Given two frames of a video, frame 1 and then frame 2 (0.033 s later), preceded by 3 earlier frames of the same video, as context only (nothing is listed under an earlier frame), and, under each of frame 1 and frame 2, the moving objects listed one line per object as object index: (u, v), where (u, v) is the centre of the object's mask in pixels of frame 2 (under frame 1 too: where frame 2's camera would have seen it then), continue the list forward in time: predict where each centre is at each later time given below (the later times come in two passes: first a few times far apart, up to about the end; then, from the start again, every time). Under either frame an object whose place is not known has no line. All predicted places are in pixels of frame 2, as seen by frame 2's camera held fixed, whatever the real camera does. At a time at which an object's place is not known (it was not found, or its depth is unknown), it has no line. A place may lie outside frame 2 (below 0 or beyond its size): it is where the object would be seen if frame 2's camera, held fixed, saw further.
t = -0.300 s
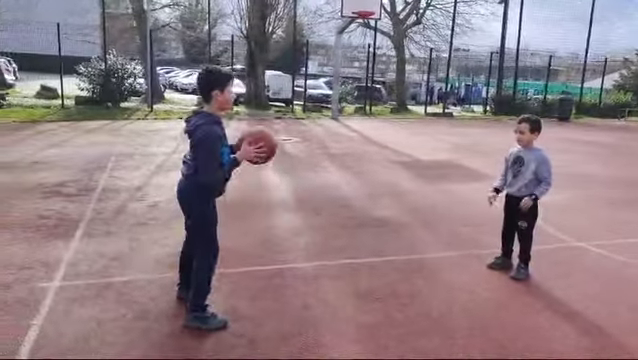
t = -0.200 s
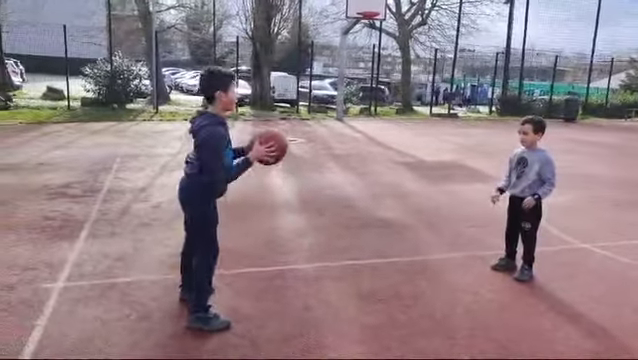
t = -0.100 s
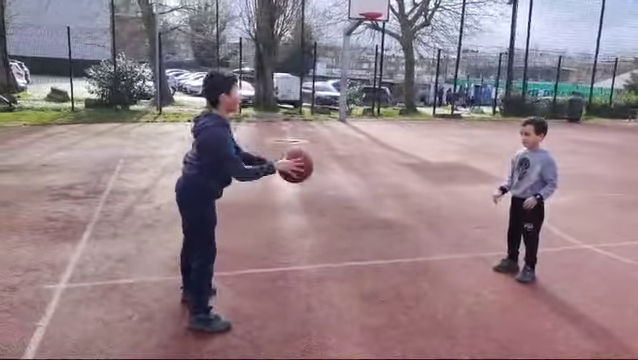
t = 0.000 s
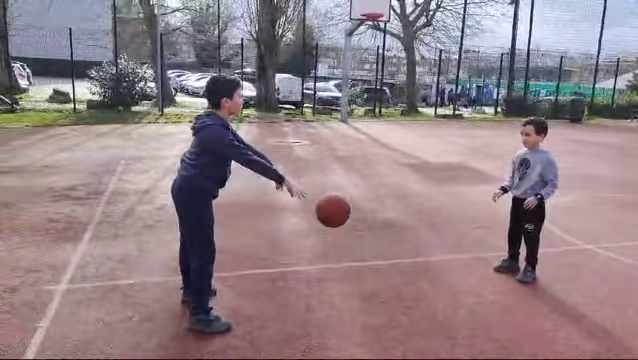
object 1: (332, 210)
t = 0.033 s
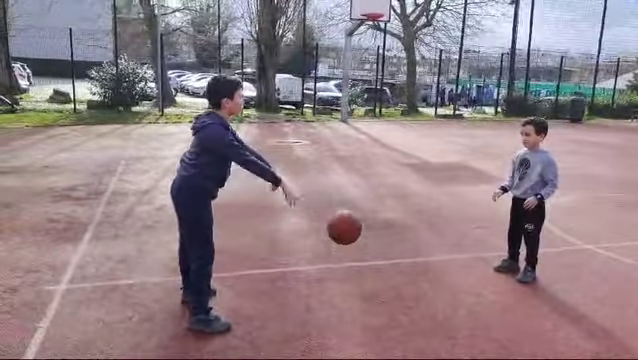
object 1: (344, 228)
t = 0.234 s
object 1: (391, 230)
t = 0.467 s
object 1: (427, 173)
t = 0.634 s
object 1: (449, 179)
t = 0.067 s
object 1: (355, 245)
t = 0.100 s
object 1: (366, 264)
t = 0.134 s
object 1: (374, 279)
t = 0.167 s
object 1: (380, 260)
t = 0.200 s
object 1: (386, 244)
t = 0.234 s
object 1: (391, 230)
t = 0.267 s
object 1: (396, 217)
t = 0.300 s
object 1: (402, 207)
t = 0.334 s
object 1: (406, 197)
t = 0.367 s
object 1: (412, 189)
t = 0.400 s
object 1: (417, 182)
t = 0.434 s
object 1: (422, 177)
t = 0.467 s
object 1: (427, 173)
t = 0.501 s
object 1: (432, 172)
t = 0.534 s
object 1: (436, 171)
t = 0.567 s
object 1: (441, 173)
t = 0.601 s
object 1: (445, 175)
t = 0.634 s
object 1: (449, 179)
